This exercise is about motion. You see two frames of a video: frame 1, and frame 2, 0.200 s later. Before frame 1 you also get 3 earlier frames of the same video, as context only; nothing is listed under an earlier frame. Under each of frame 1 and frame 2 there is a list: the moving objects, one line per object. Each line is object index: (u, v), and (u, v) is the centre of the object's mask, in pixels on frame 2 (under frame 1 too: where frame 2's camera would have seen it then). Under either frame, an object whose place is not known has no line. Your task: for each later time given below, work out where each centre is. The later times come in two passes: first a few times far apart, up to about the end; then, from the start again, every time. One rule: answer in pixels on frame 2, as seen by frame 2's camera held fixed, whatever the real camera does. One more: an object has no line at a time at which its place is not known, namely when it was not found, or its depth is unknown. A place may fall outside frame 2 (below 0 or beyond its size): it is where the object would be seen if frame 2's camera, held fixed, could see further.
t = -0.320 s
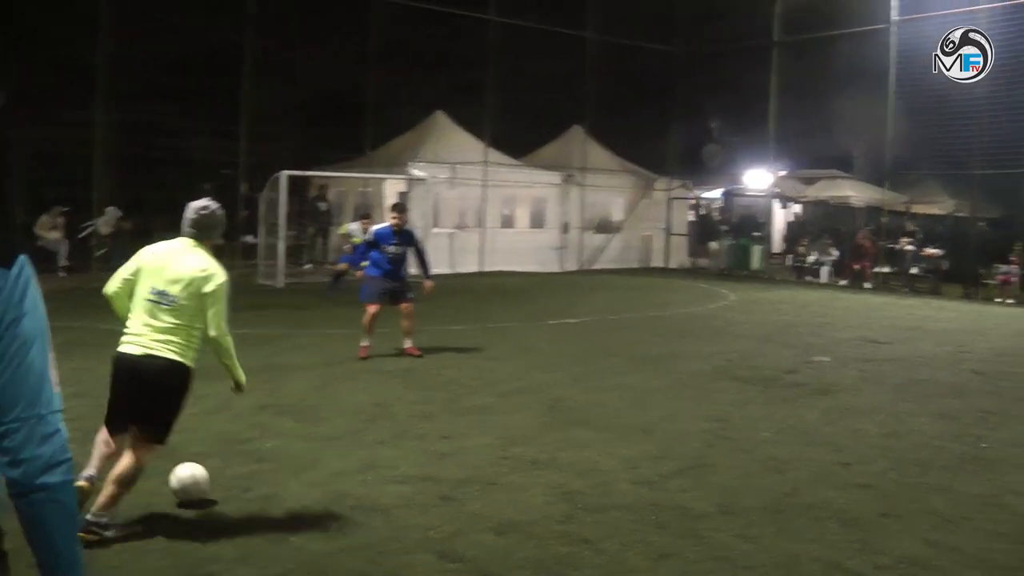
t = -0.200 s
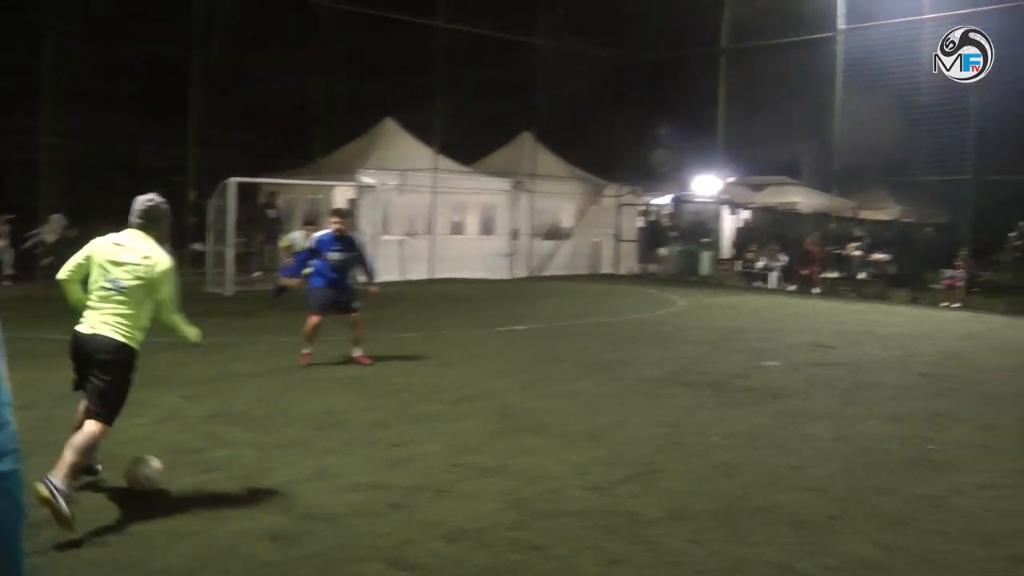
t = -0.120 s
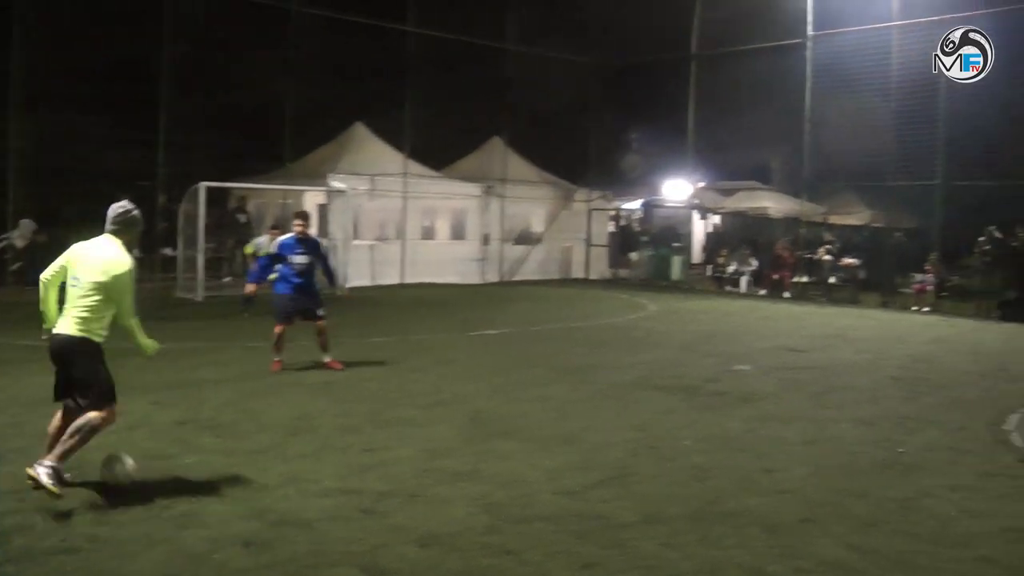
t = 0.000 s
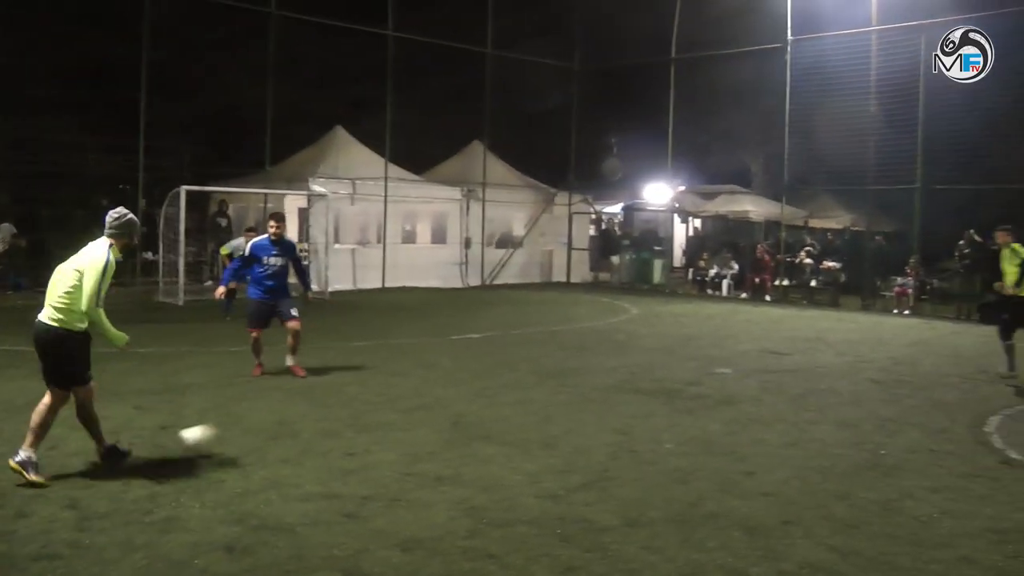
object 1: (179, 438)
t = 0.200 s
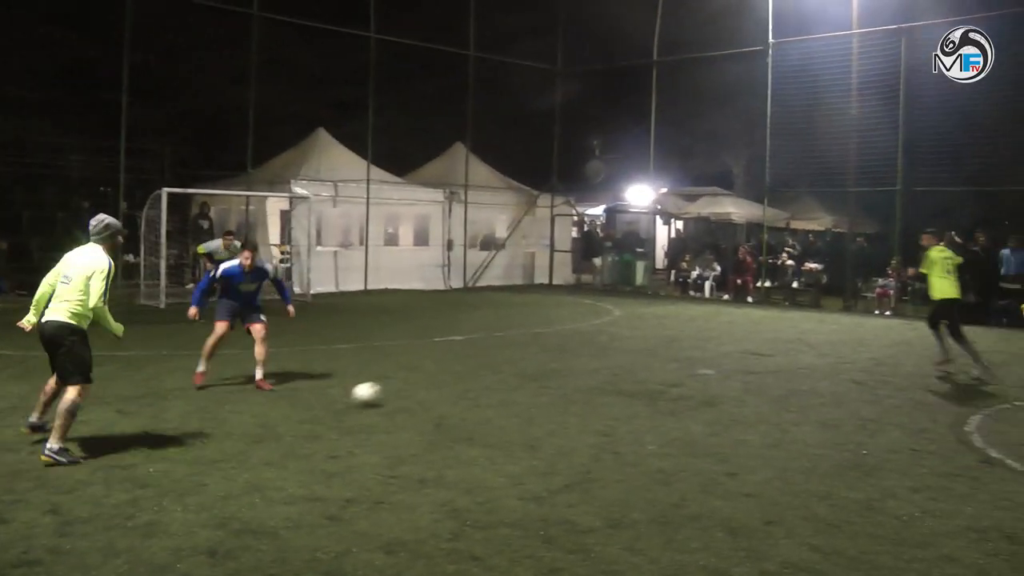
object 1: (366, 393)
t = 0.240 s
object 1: (392, 387)
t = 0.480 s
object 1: (504, 357)
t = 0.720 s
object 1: (570, 339)
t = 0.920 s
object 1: (605, 328)
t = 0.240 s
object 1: (392, 387)
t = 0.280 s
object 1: (416, 380)
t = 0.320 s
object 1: (437, 375)
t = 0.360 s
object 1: (456, 370)
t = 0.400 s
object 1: (474, 365)
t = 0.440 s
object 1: (489, 361)
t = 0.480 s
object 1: (504, 357)
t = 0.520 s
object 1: (517, 353)
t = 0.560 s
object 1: (530, 350)
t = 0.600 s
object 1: (541, 348)
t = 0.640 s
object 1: (551, 343)
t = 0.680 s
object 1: (561, 341)
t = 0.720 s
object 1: (570, 339)
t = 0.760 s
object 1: (578, 335)
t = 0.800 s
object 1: (585, 332)
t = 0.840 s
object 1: (593, 331)
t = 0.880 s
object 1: (599, 330)
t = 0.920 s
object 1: (605, 328)
